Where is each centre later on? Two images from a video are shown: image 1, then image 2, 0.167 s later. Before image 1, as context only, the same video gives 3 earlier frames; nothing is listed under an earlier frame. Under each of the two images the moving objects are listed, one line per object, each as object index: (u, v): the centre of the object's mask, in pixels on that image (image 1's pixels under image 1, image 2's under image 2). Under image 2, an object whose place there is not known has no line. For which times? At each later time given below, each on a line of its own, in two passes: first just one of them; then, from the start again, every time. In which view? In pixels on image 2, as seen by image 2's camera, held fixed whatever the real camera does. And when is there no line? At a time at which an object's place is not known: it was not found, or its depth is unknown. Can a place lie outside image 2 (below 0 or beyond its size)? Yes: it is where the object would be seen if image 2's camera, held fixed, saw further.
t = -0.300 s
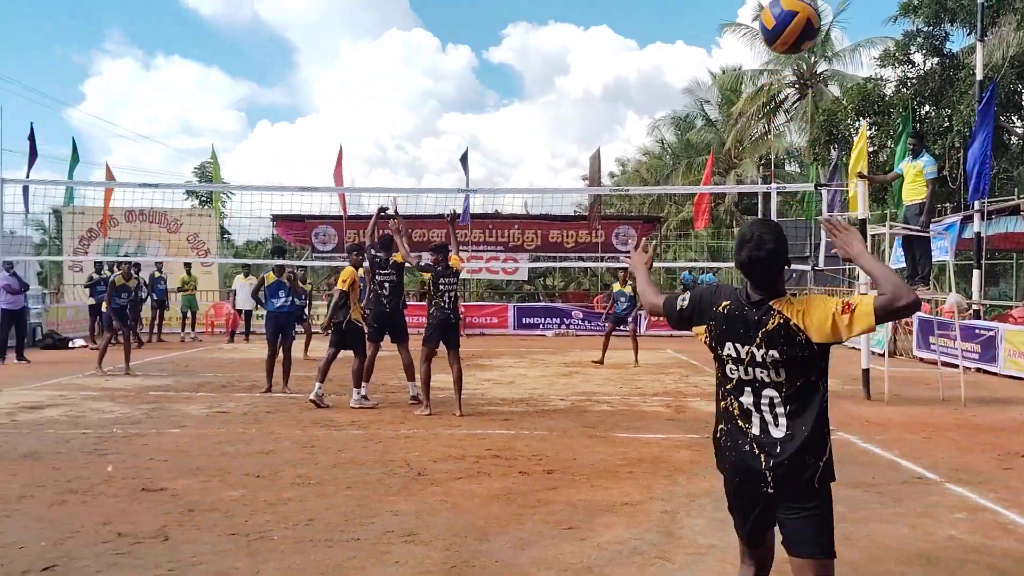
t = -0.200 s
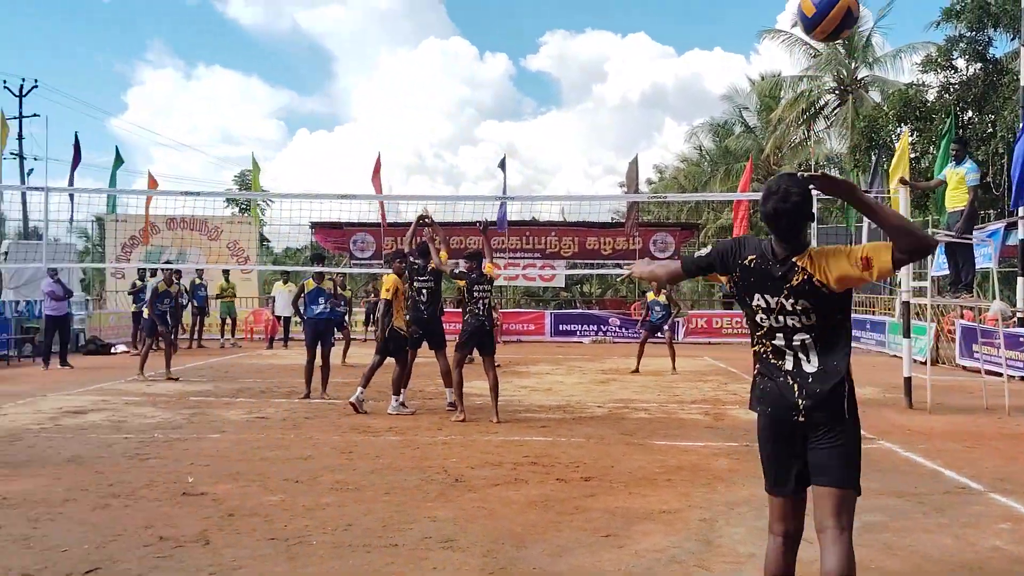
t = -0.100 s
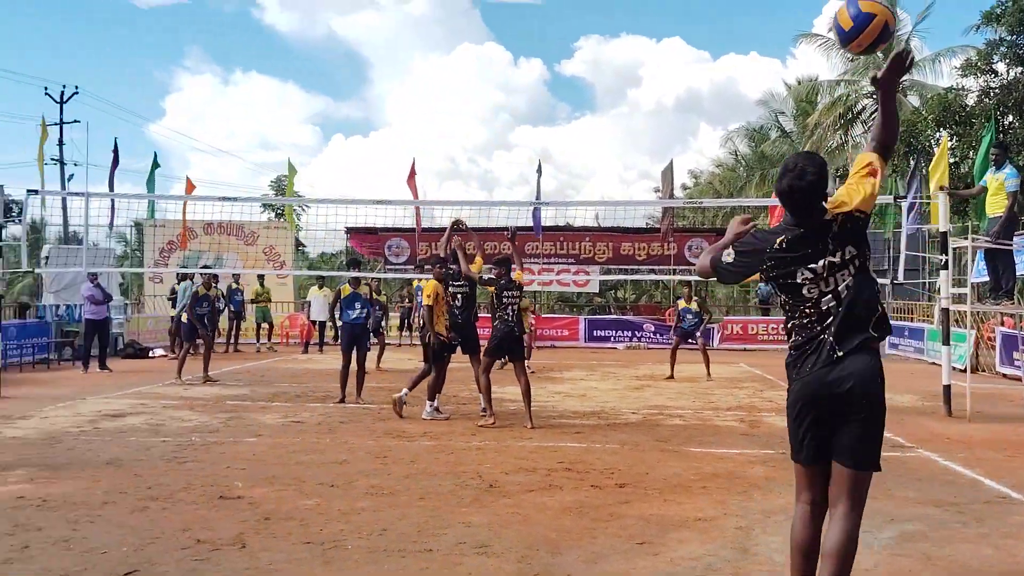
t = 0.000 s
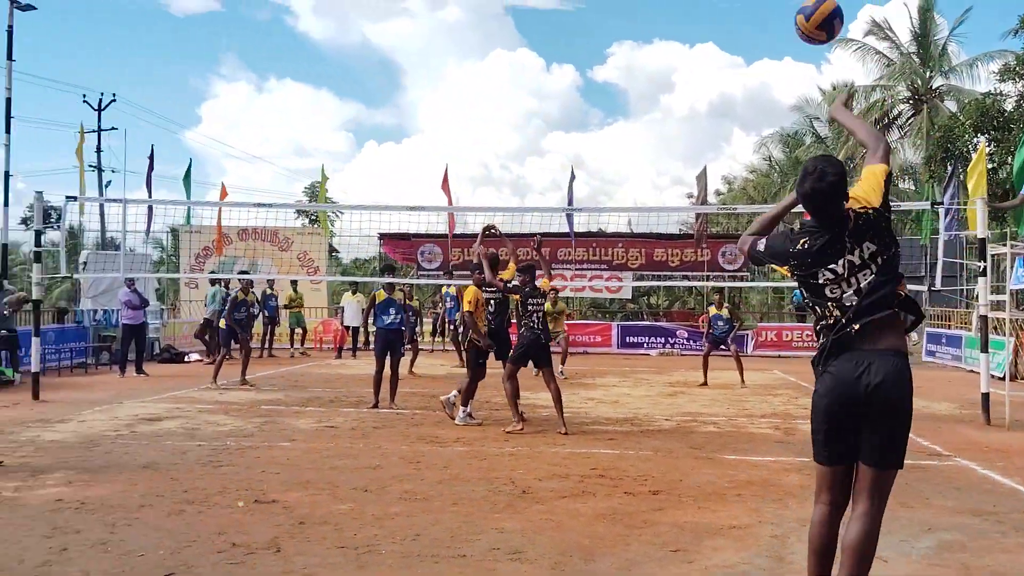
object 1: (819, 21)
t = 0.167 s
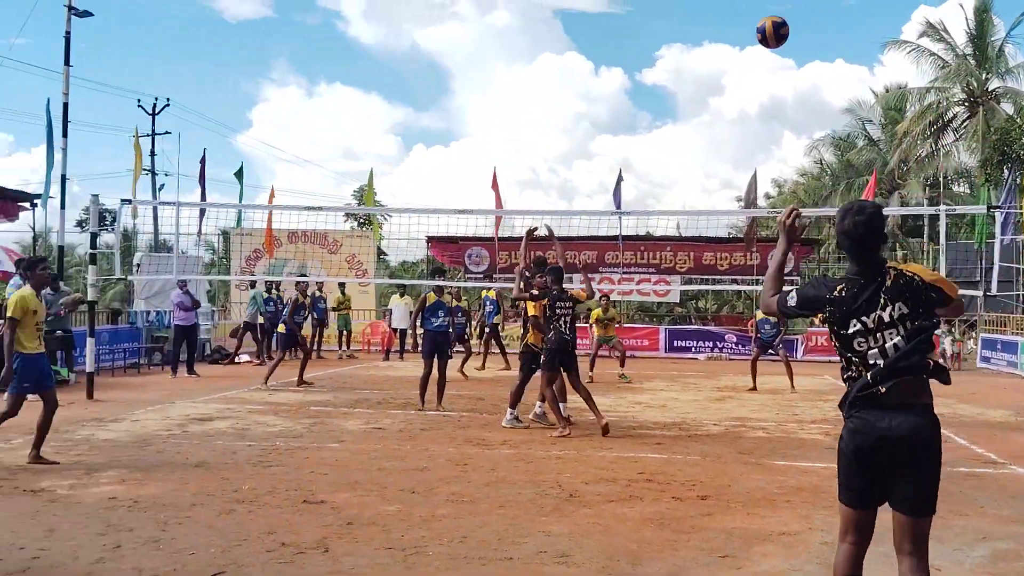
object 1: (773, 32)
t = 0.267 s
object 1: (744, 53)
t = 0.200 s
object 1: (762, 38)
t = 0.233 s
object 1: (753, 46)
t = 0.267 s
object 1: (744, 53)
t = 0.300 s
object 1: (737, 62)
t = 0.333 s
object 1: (730, 71)
